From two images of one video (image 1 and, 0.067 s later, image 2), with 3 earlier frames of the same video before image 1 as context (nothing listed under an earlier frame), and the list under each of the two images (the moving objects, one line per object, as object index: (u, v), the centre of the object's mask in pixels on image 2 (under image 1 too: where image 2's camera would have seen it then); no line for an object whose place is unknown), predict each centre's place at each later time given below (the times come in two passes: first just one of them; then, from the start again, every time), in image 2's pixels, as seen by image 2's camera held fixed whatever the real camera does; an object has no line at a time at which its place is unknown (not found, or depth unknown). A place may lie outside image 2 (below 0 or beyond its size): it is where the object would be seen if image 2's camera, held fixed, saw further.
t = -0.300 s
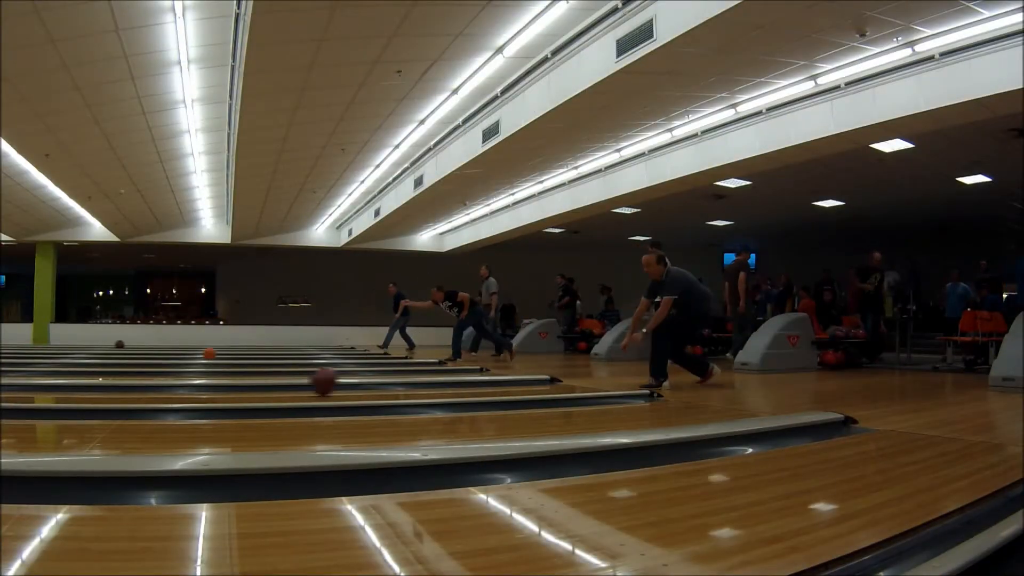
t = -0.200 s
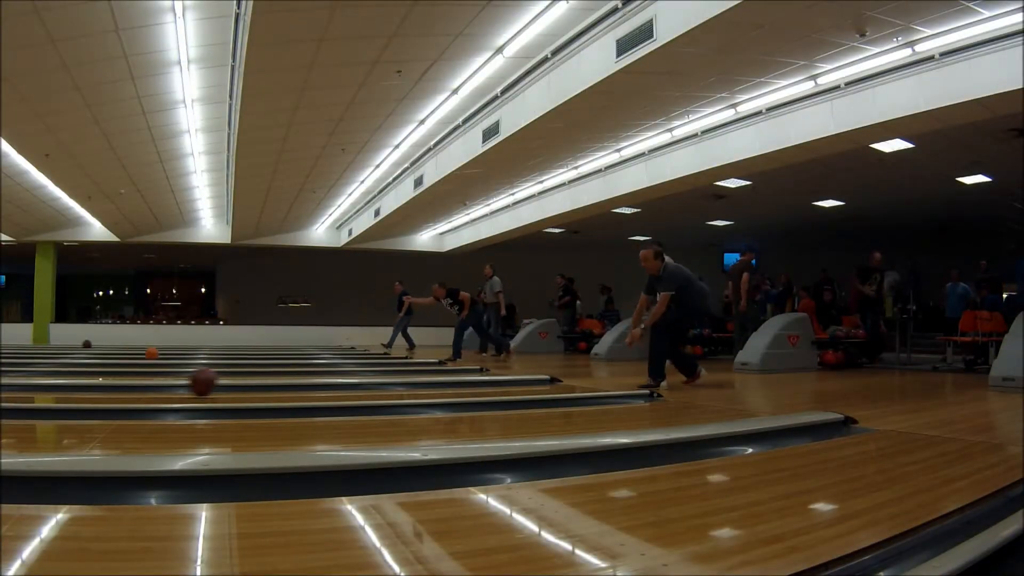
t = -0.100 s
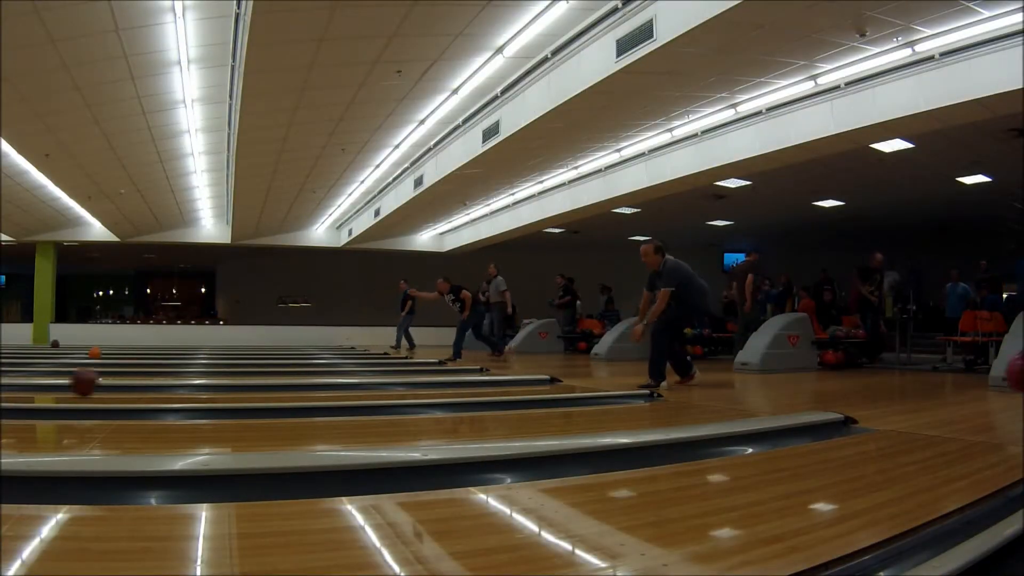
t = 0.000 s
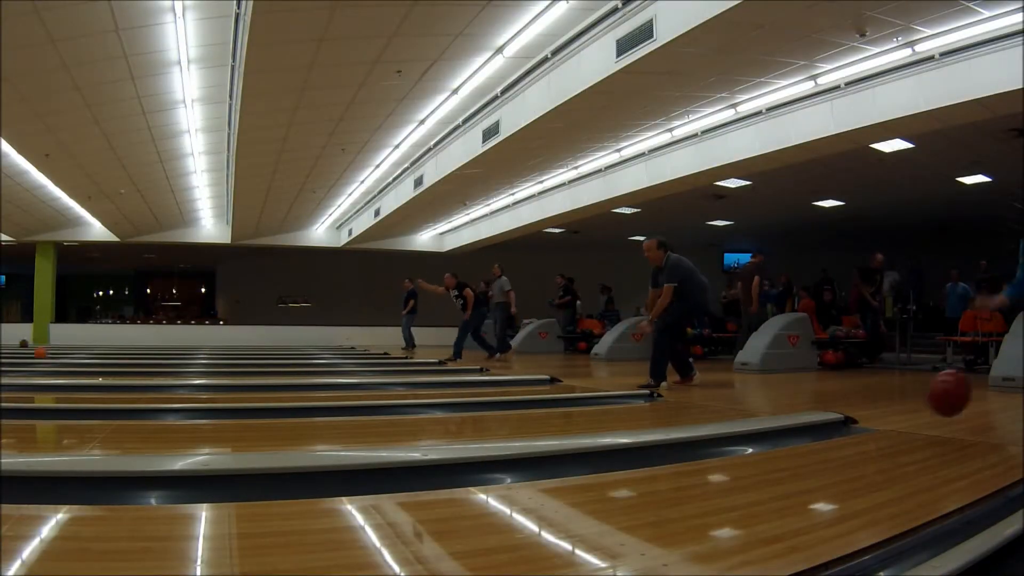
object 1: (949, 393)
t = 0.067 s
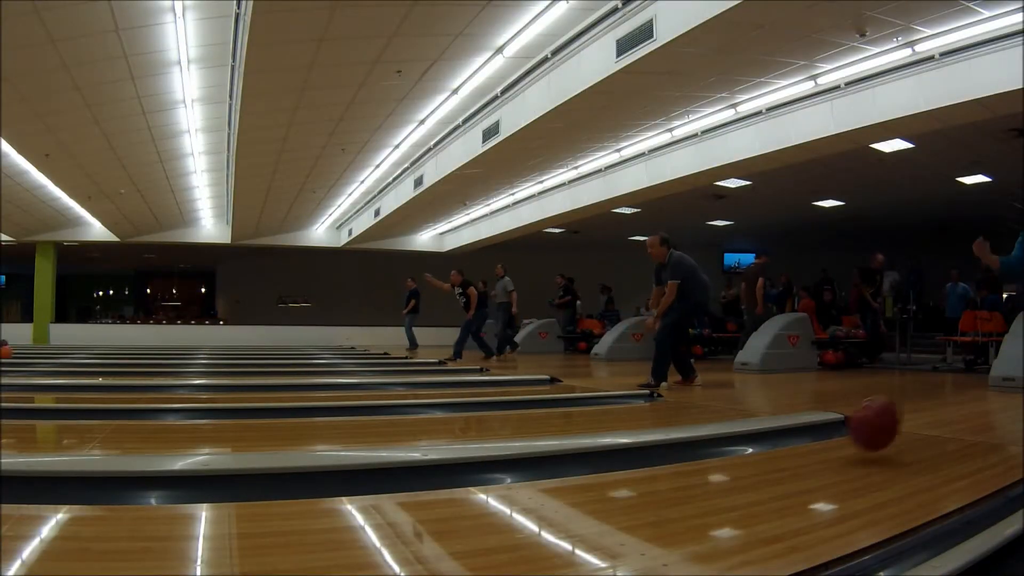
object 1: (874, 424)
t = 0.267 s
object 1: (420, 484)
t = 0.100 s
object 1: (826, 441)
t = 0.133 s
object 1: (770, 450)
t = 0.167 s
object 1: (701, 459)
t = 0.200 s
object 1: (621, 470)
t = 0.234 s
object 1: (528, 476)
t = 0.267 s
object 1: (420, 484)
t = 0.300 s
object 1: (306, 491)
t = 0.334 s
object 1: (188, 494)
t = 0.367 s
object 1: (76, 494)
